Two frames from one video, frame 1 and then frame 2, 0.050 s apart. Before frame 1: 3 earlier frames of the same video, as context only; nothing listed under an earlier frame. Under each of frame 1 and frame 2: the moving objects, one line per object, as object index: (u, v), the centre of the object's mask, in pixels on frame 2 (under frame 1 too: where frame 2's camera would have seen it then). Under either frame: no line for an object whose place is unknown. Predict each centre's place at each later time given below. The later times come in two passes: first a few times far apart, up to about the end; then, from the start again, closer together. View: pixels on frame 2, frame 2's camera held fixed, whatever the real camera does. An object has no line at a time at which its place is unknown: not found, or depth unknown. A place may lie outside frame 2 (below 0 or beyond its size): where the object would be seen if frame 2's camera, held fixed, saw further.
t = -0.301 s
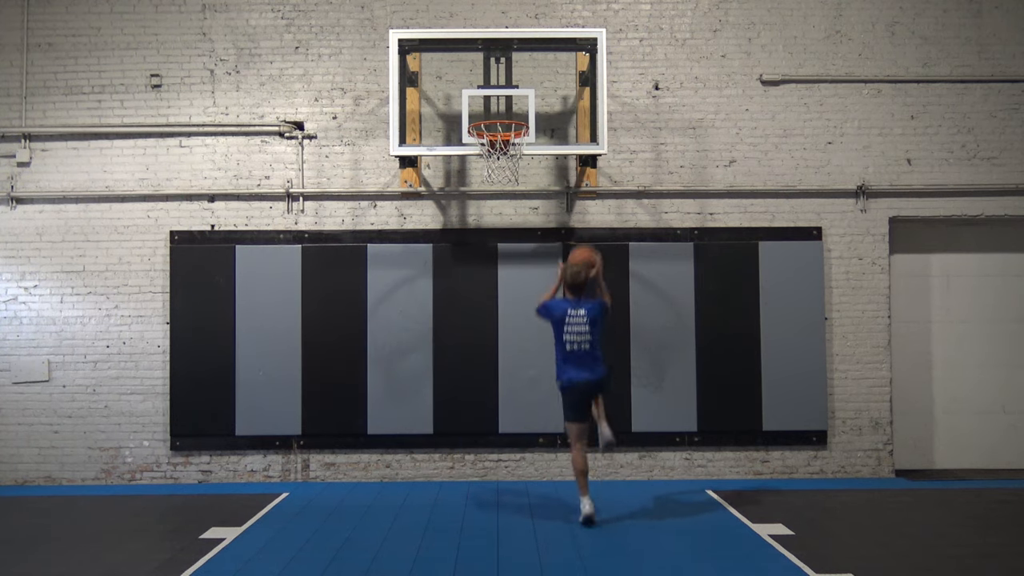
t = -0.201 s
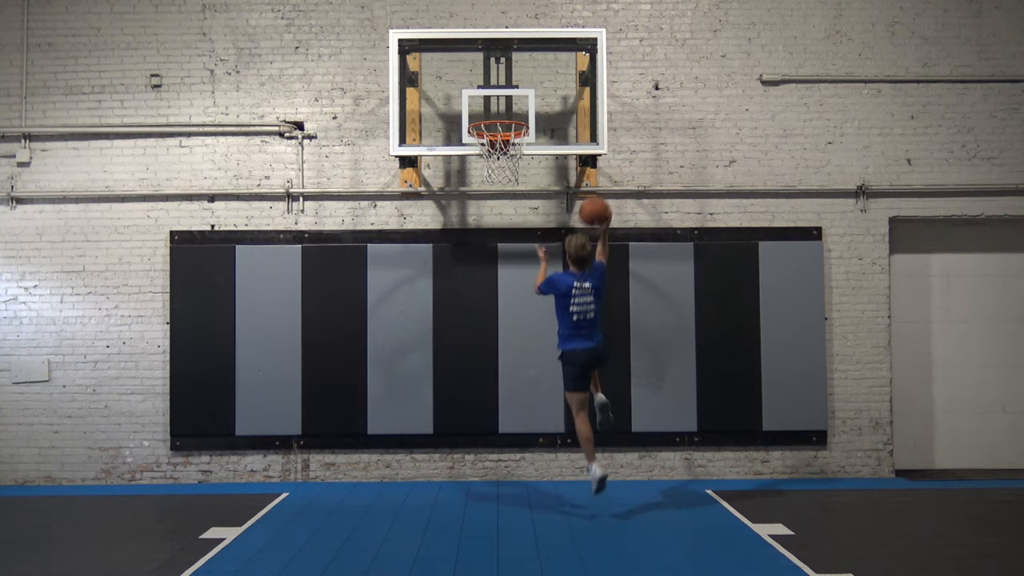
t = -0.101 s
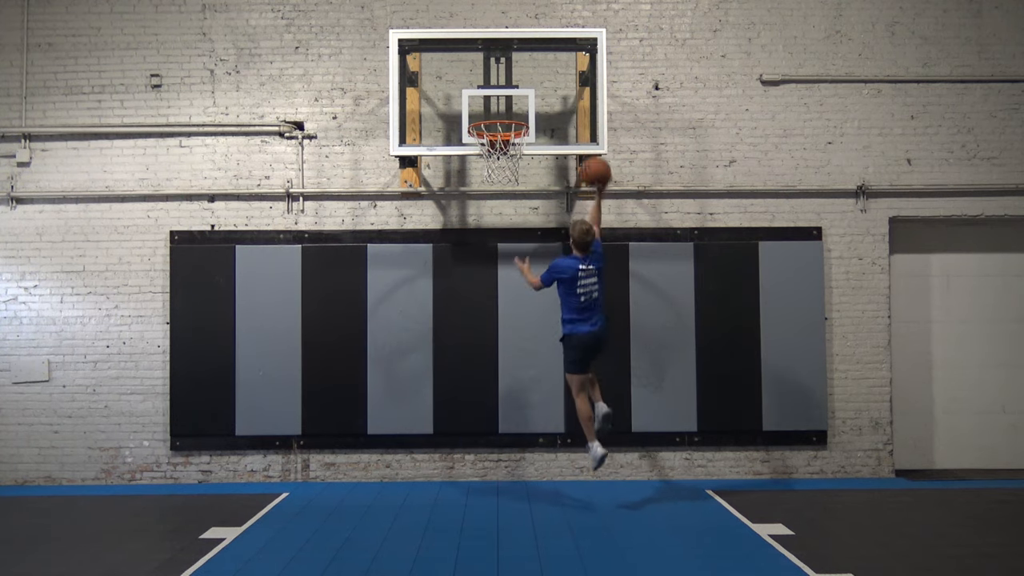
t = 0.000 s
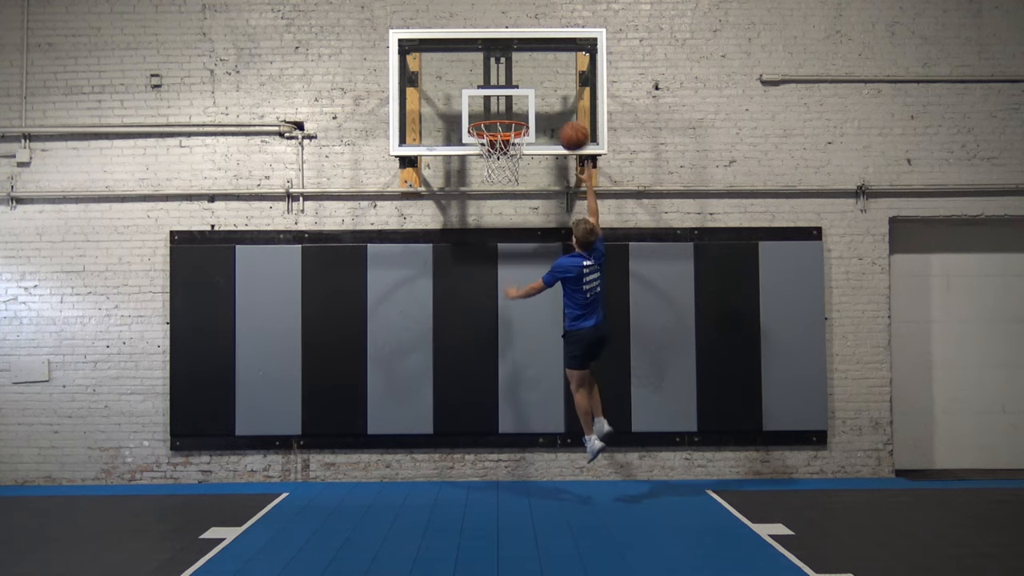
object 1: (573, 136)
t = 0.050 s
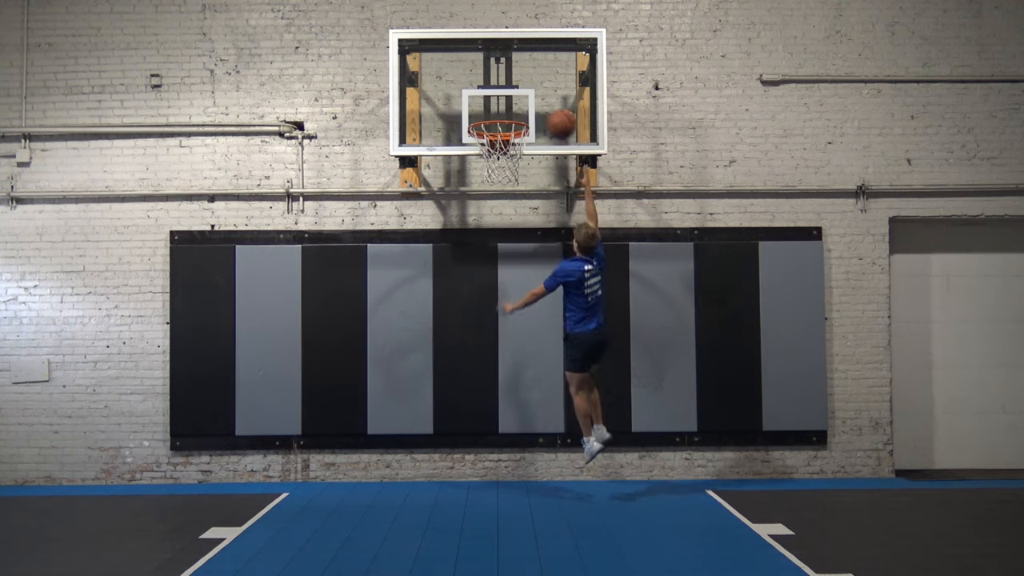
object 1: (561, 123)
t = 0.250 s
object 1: (516, 104)
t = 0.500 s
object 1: (494, 141)
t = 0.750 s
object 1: (492, 175)
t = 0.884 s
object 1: (499, 216)
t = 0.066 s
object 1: (558, 119)
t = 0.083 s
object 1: (554, 117)
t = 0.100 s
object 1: (550, 114)
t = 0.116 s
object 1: (546, 111)
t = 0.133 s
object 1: (542, 109)
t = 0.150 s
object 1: (538, 107)
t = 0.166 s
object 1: (534, 106)
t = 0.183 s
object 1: (531, 104)
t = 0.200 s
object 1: (528, 104)
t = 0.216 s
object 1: (524, 103)
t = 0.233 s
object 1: (519, 104)
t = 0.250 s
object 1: (516, 104)
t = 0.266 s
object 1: (515, 104)
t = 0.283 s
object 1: (513, 103)
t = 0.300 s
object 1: (511, 104)
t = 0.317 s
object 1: (510, 104)
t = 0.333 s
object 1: (508, 104)
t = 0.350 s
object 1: (507, 105)
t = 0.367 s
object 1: (505, 106)
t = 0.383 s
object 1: (504, 107)
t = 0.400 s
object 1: (501, 109)
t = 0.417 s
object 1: (500, 110)
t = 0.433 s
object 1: (499, 111)
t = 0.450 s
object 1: (501, 144)
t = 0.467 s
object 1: (496, 138)
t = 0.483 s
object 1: (496, 141)
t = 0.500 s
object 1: (494, 141)
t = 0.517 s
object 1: (496, 138)
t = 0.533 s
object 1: (495, 140)
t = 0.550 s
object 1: (490, 151)
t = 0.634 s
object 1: (487, 167)
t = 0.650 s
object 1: (488, 167)
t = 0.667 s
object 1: (489, 167)
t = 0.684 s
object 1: (490, 168)
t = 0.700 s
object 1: (490, 169)
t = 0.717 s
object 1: (491, 170)
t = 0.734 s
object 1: (492, 172)
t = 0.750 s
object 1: (492, 175)
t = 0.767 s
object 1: (493, 179)
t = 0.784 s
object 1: (494, 183)
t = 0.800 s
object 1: (495, 188)
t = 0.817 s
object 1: (496, 193)
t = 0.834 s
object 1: (497, 198)
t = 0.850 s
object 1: (498, 204)
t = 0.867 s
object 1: (498, 210)
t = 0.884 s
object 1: (499, 216)
